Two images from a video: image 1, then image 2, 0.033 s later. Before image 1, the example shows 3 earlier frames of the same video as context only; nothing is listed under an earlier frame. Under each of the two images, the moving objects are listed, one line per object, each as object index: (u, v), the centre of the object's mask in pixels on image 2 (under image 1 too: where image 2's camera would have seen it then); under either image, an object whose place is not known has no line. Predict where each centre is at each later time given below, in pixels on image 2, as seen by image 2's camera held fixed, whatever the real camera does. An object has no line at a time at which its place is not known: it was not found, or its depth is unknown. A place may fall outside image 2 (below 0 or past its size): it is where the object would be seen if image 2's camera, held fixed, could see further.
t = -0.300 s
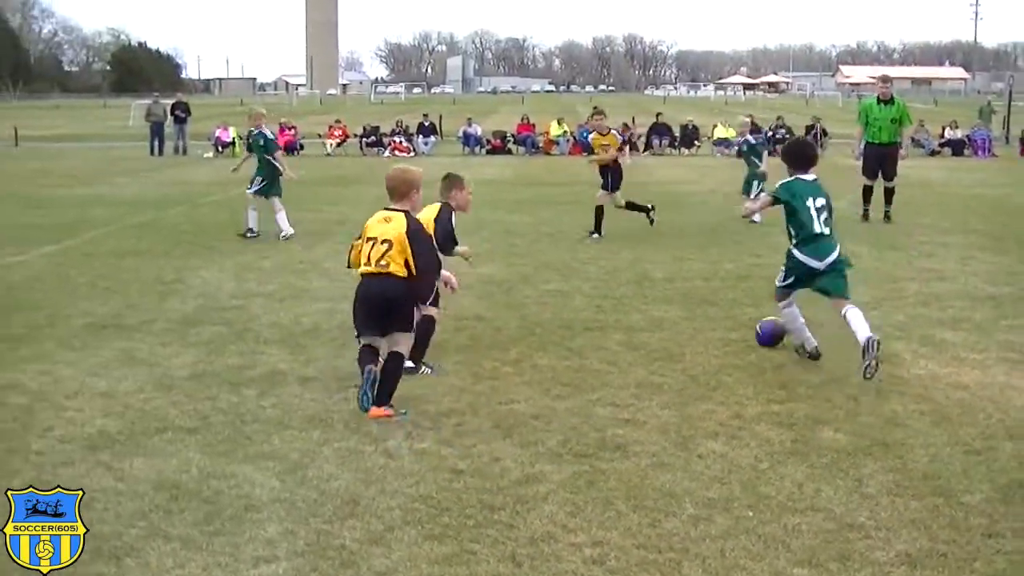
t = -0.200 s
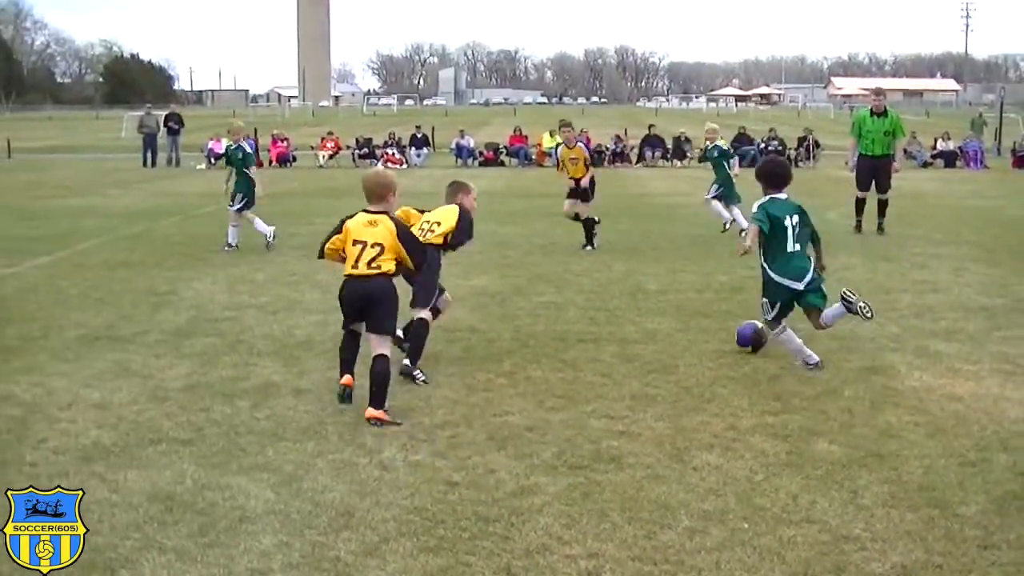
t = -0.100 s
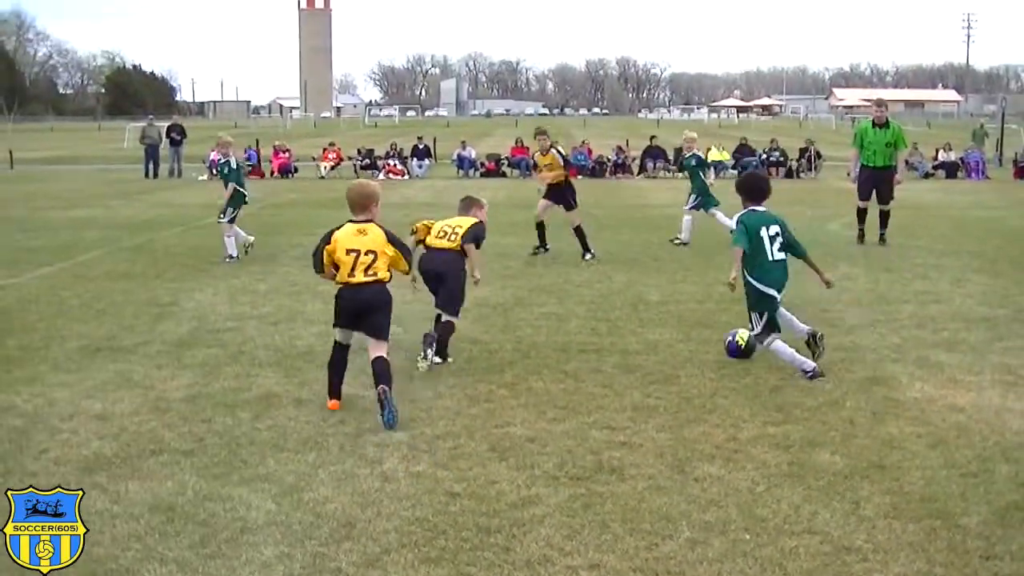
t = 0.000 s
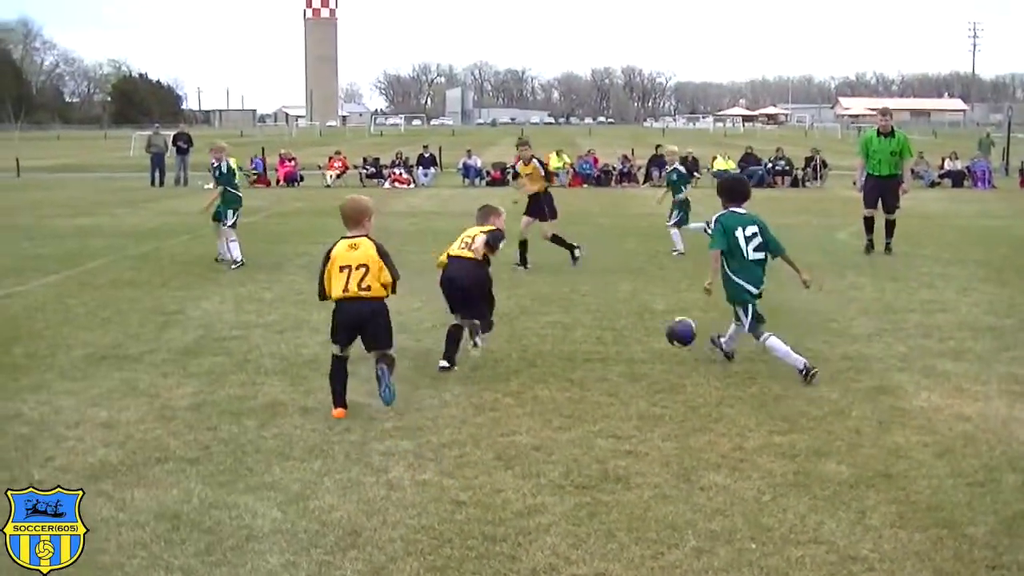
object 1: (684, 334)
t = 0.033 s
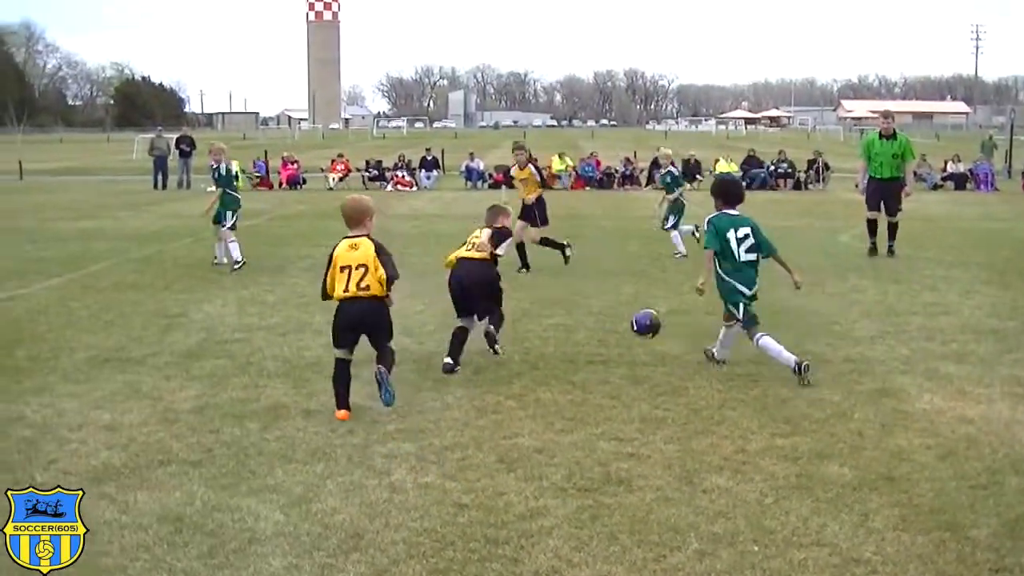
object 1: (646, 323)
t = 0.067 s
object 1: (609, 316)
